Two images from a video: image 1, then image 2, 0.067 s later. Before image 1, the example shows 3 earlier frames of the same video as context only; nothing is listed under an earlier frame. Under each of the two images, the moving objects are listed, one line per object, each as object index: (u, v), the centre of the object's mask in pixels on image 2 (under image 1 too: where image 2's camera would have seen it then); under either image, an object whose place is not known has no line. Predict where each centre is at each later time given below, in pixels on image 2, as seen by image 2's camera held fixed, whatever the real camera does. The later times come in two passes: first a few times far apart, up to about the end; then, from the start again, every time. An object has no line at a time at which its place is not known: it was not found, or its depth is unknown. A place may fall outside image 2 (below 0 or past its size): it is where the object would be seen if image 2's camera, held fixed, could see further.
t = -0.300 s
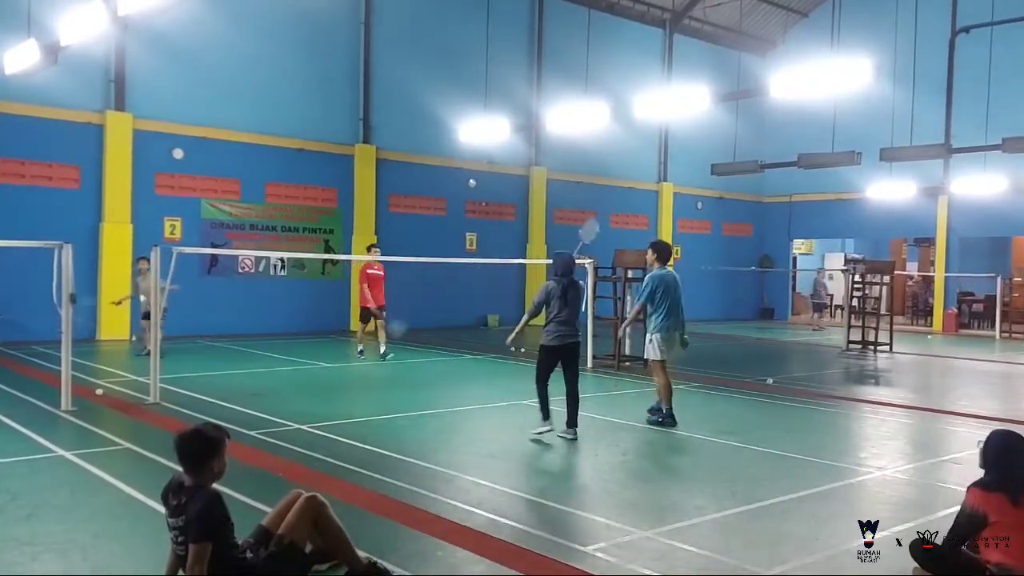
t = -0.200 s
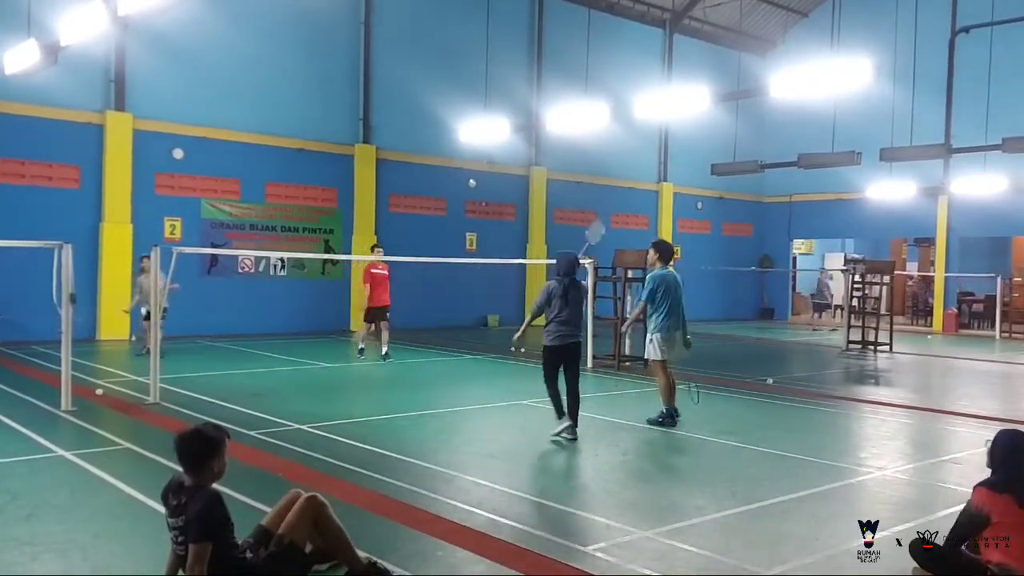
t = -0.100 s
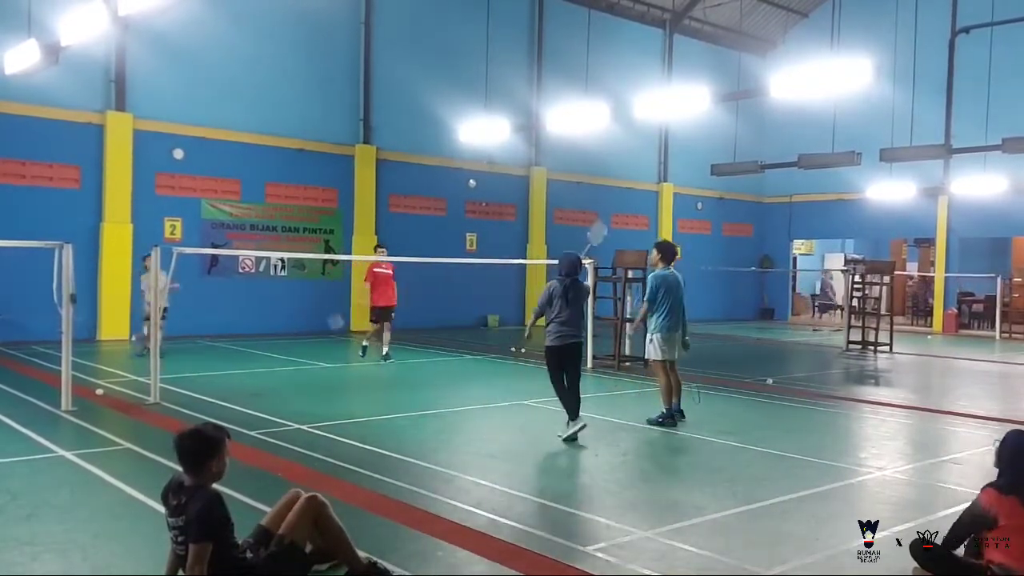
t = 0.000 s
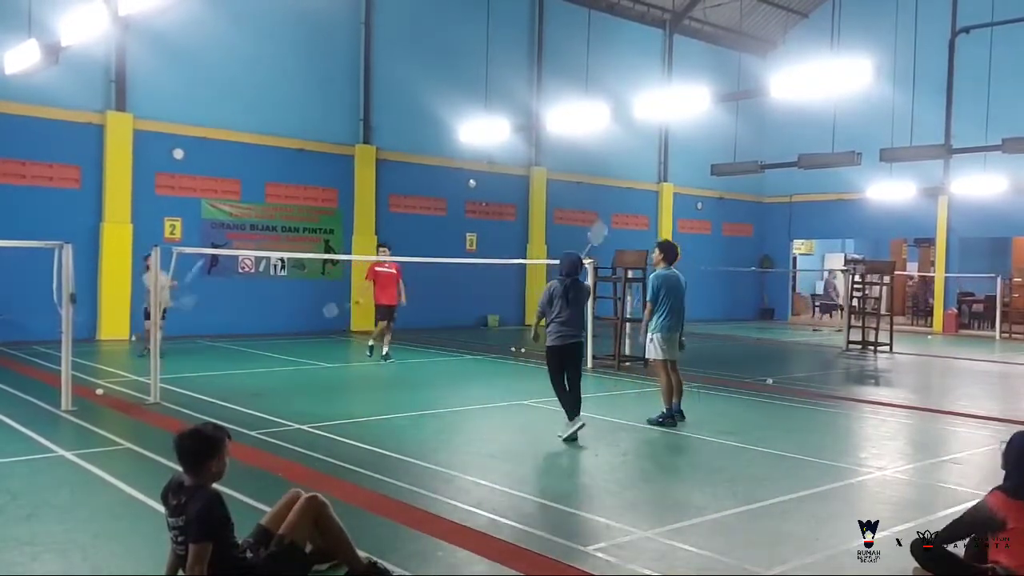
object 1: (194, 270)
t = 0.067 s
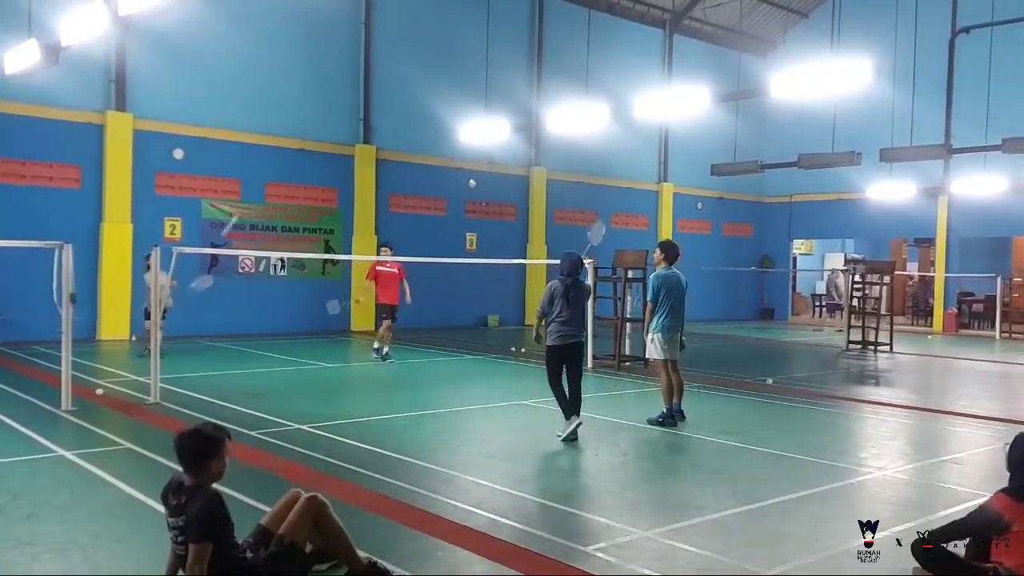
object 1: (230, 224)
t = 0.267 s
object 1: (314, 126)
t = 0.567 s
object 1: (408, 74)
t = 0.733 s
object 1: (452, 78)
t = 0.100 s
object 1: (247, 202)
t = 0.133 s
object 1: (261, 185)
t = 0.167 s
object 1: (275, 169)
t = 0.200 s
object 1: (289, 155)
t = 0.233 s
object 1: (301, 140)
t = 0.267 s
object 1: (314, 126)
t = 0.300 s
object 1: (324, 118)
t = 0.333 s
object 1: (336, 108)
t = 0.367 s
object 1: (348, 100)
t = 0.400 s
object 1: (359, 95)
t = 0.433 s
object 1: (369, 89)
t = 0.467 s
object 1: (379, 83)
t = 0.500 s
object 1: (389, 79)
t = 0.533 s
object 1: (399, 76)
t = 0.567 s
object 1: (408, 74)
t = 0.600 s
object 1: (418, 73)
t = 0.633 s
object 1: (426, 73)
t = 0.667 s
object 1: (435, 73)
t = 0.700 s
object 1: (444, 75)
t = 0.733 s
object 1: (452, 78)
